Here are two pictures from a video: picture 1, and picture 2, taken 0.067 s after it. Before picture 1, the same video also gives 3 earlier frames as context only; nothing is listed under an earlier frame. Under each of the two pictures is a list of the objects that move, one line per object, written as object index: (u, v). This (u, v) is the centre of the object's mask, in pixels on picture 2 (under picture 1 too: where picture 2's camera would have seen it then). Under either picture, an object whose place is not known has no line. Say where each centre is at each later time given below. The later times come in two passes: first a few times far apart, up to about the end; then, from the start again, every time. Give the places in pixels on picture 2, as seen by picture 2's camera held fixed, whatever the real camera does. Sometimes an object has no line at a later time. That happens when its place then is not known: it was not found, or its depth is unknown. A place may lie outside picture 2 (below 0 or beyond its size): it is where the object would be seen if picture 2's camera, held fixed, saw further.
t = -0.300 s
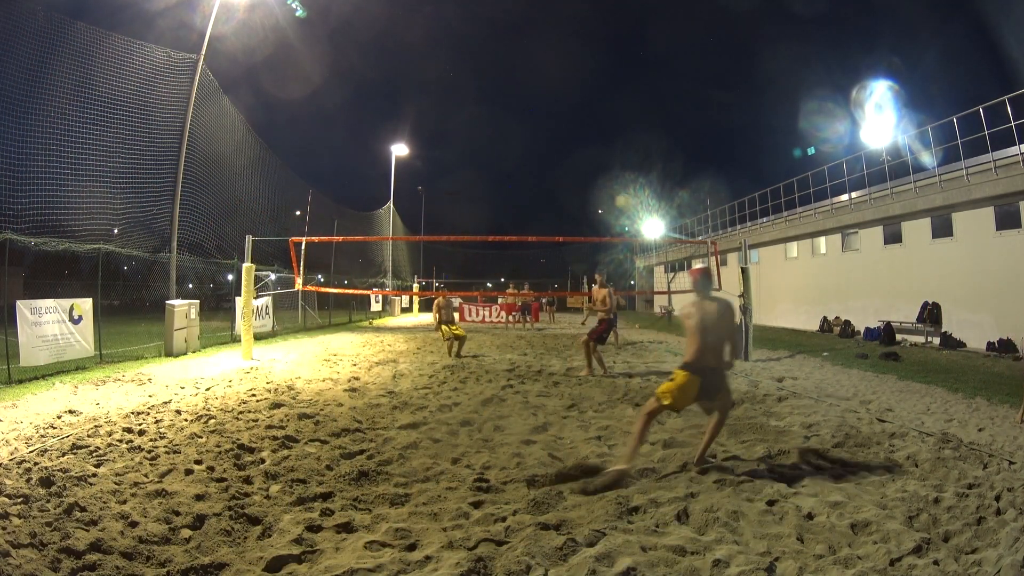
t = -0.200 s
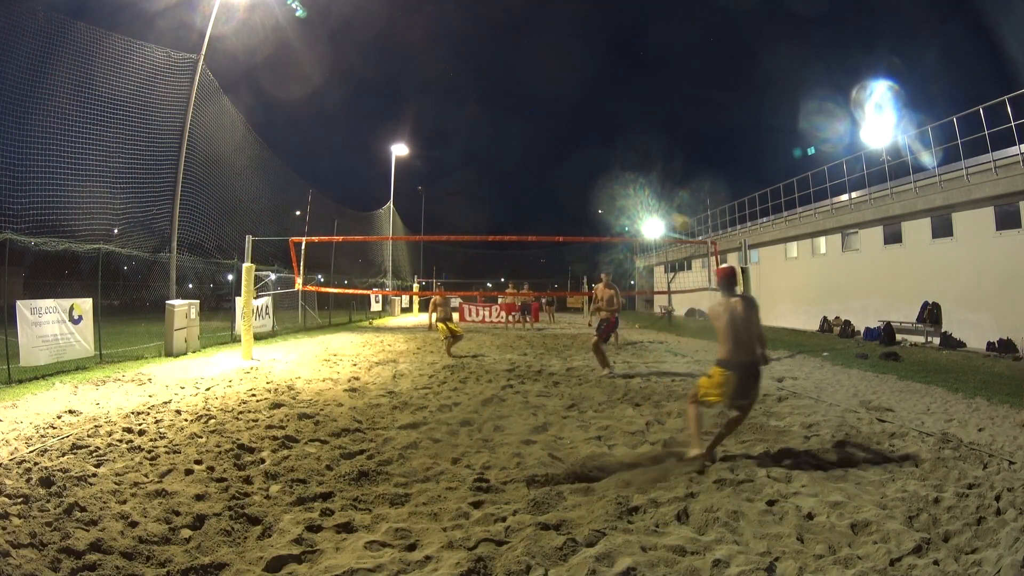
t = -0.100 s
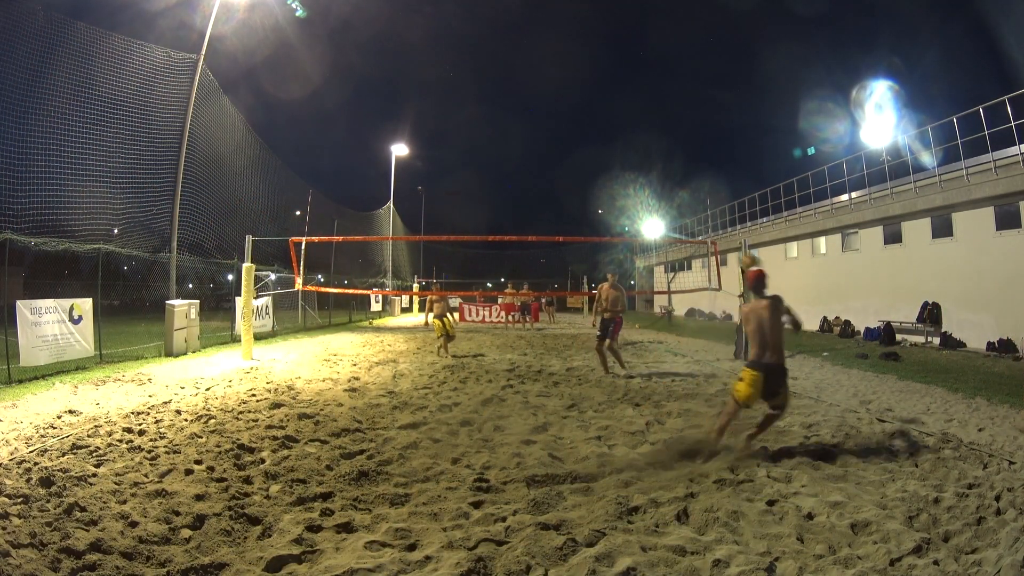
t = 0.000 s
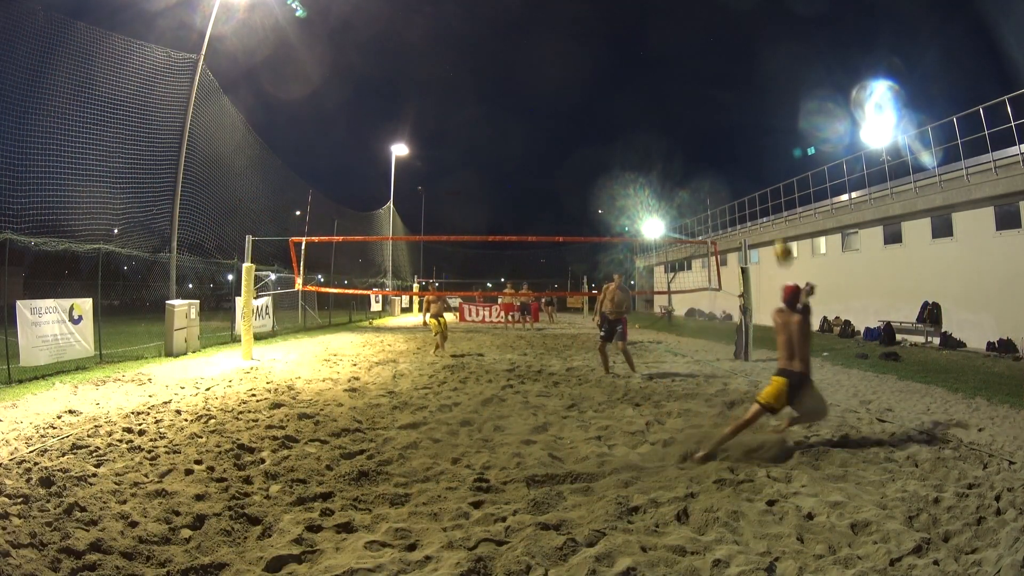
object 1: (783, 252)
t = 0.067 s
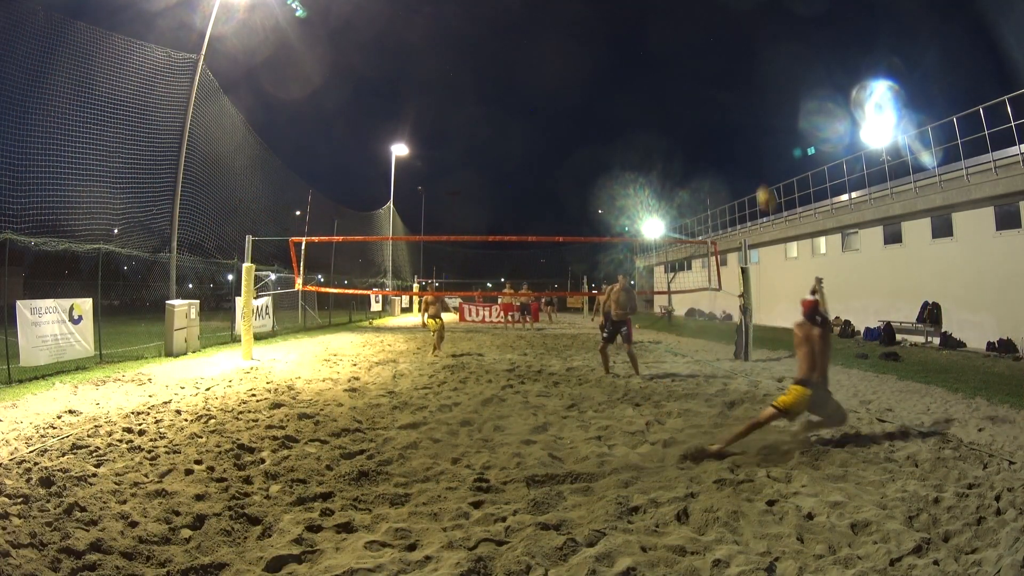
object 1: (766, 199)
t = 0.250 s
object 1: (722, 91)
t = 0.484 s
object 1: (675, 19)
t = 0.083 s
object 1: (762, 186)
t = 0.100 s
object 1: (758, 174)
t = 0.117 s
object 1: (755, 164)
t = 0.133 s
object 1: (751, 153)
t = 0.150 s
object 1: (746, 142)
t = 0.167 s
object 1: (742, 133)
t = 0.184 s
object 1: (738, 124)
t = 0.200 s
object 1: (734, 114)
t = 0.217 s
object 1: (730, 107)
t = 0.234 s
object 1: (726, 99)
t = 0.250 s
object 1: (722, 91)
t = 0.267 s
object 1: (718, 84)
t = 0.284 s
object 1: (715, 77)
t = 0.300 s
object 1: (711, 70)
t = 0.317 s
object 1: (707, 64)
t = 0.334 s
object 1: (704, 58)
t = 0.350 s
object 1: (700, 53)
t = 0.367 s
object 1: (697, 48)
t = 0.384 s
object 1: (694, 43)
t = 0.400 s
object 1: (690, 38)
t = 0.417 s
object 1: (687, 34)
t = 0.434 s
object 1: (684, 30)
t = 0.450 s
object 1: (681, 26)
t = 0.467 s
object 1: (678, 23)
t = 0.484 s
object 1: (675, 19)
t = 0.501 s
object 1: (672, 16)
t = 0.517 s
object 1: (669, 13)
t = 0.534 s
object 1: (667, 11)
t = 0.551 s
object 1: (664, 8)
